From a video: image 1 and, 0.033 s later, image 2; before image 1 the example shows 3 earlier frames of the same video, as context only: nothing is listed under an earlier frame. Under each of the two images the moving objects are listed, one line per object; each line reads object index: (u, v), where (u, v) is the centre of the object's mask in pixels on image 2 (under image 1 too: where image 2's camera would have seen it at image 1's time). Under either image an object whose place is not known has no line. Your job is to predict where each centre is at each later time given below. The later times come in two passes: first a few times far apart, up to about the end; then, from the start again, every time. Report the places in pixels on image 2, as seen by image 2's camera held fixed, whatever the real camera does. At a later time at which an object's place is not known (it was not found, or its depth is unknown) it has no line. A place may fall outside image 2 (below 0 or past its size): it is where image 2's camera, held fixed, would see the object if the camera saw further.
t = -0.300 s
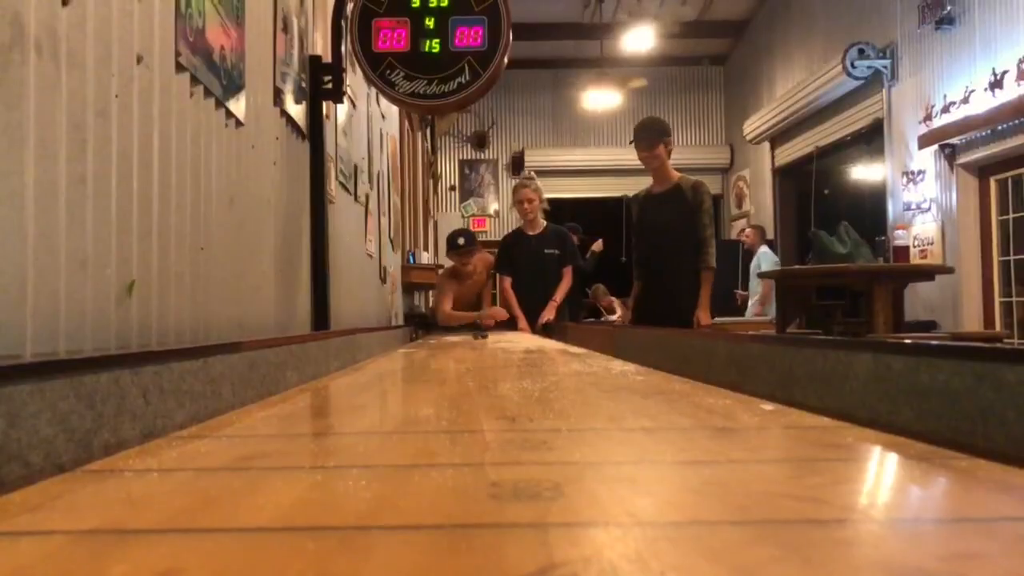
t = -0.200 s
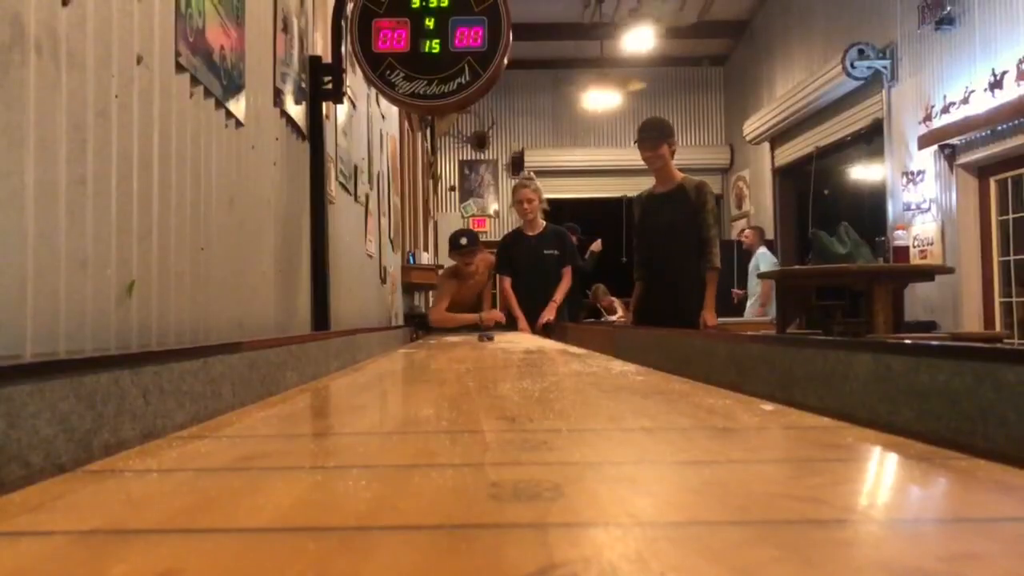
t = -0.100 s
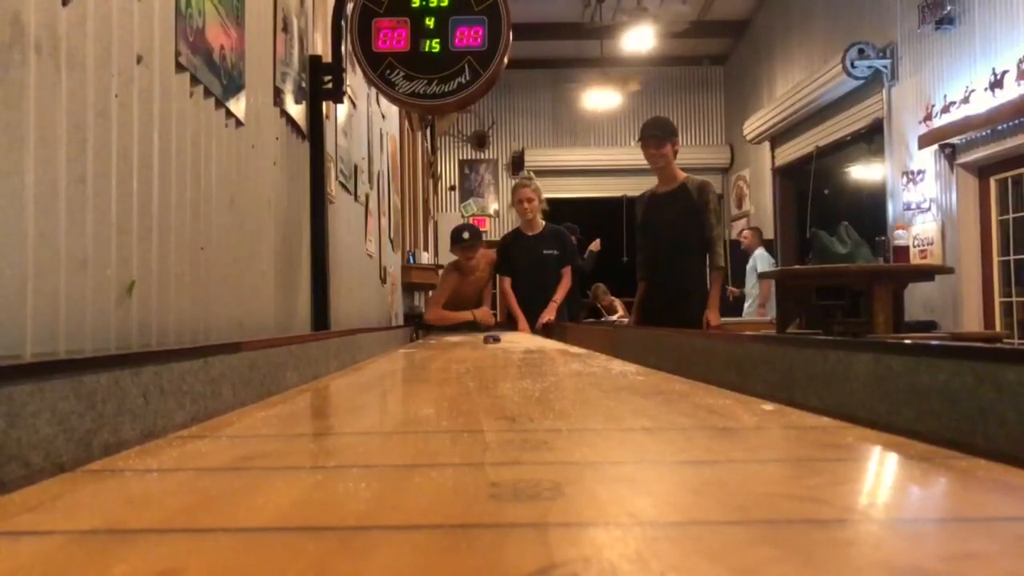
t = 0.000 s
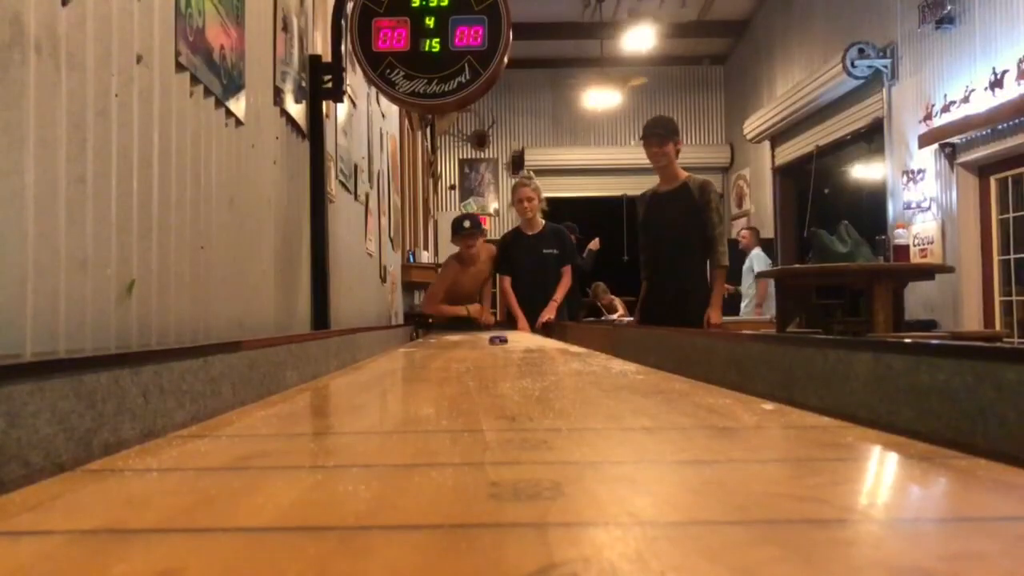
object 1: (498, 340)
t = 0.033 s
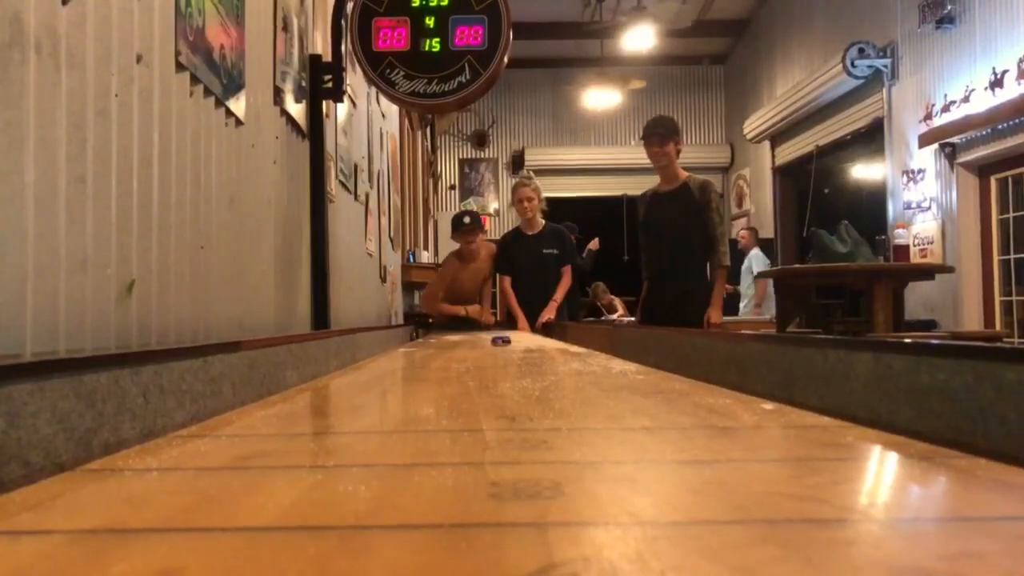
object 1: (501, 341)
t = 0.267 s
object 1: (521, 348)
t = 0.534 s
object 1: (557, 360)
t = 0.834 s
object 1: (627, 382)
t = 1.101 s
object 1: (716, 408)
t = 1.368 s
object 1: (785, 428)
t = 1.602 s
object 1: (788, 429)
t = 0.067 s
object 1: (503, 342)
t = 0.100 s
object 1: (506, 342)
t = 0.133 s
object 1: (508, 344)
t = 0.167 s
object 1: (512, 344)
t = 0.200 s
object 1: (515, 346)
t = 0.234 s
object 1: (518, 347)
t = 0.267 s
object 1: (521, 348)
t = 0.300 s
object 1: (525, 349)
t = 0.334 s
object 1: (529, 350)
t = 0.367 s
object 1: (533, 351)
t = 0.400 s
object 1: (537, 353)
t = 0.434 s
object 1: (542, 355)
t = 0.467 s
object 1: (547, 357)
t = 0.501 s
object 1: (552, 359)
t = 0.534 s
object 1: (557, 360)
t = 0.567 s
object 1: (563, 362)
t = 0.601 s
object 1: (569, 364)
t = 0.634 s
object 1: (576, 364)
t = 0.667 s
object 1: (583, 369)
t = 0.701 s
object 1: (591, 370)
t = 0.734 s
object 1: (599, 374)
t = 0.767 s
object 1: (608, 376)
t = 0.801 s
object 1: (617, 379)
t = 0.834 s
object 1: (627, 382)
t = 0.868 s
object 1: (637, 385)
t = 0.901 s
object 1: (647, 388)
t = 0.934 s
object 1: (658, 392)
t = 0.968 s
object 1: (669, 395)
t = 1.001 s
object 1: (680, 398)
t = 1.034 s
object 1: (692, 402)
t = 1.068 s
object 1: (704, 405)
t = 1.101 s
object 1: (716, 408)
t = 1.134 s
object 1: (728, 411)
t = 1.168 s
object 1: (739, 415)
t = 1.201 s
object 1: (749, 418)
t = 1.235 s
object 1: (760, 421)
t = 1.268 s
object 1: (768, 423)
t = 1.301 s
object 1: (775, 425)
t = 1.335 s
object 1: (781, 427)
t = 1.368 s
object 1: (785, 428)
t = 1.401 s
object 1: (787, 428)
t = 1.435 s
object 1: (788, 429)
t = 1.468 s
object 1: (787, 429)
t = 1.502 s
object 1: (787, 428)
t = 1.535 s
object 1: (788, 429)
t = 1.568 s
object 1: (788, 429)
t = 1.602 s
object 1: (788, 429)
